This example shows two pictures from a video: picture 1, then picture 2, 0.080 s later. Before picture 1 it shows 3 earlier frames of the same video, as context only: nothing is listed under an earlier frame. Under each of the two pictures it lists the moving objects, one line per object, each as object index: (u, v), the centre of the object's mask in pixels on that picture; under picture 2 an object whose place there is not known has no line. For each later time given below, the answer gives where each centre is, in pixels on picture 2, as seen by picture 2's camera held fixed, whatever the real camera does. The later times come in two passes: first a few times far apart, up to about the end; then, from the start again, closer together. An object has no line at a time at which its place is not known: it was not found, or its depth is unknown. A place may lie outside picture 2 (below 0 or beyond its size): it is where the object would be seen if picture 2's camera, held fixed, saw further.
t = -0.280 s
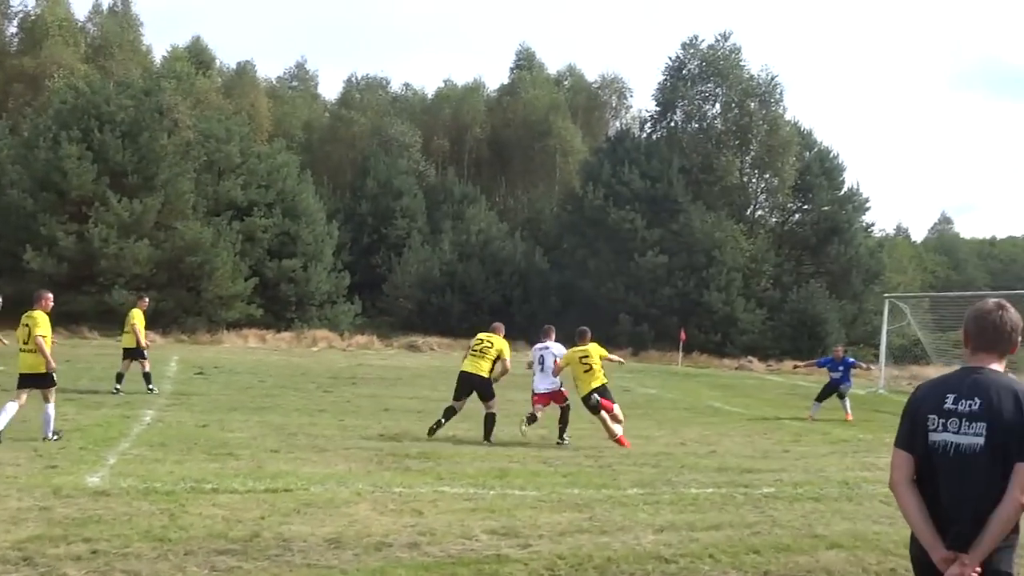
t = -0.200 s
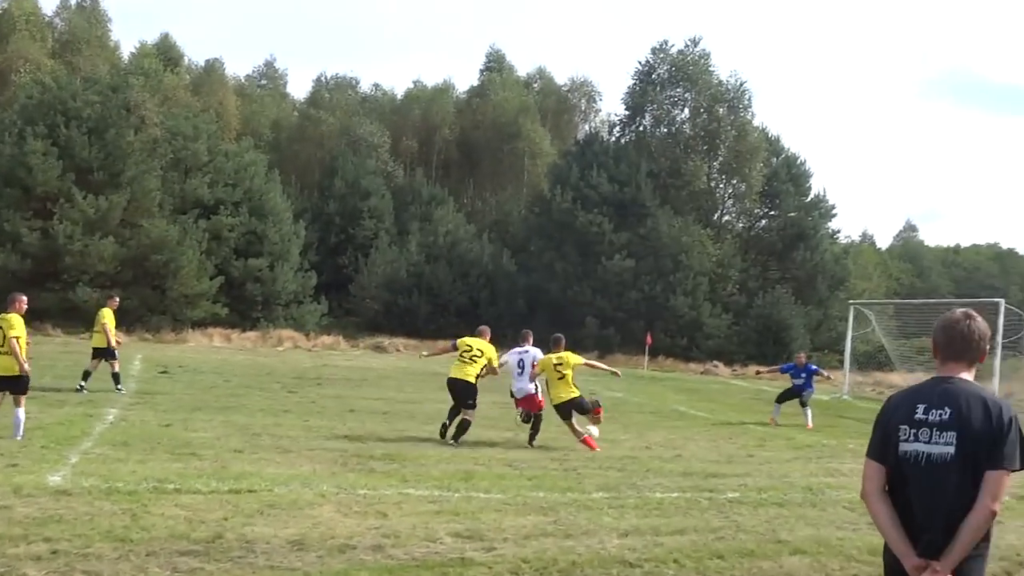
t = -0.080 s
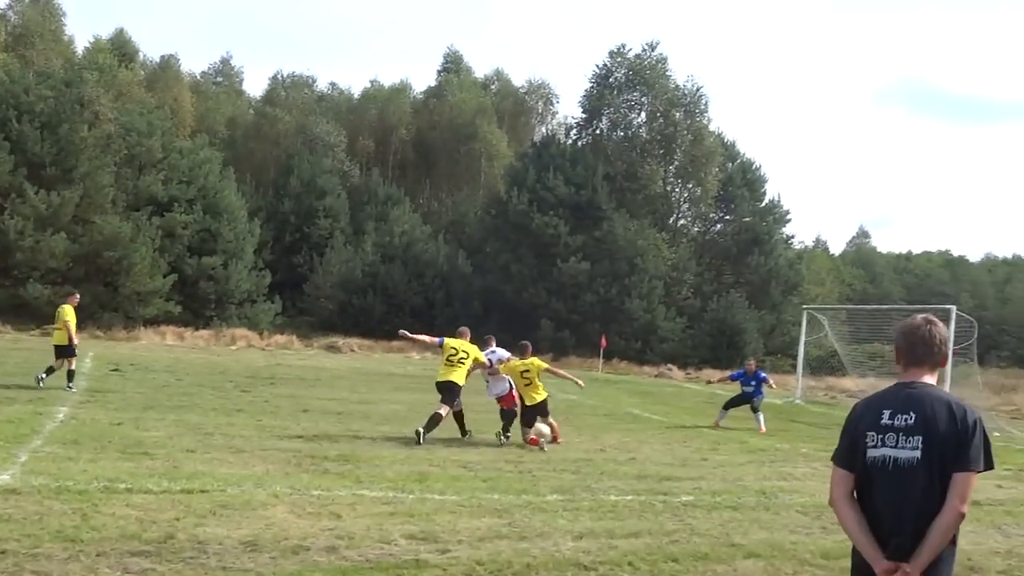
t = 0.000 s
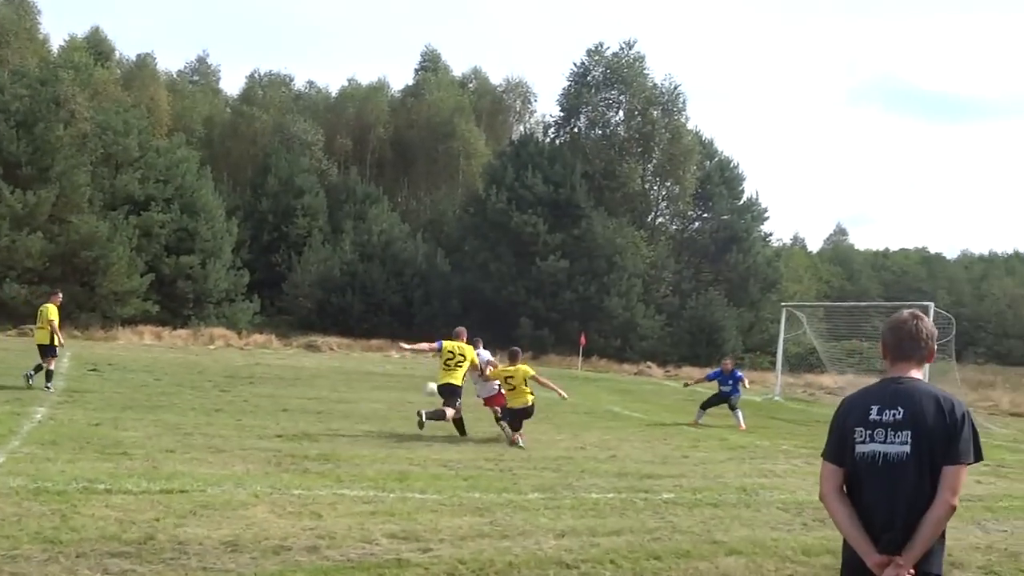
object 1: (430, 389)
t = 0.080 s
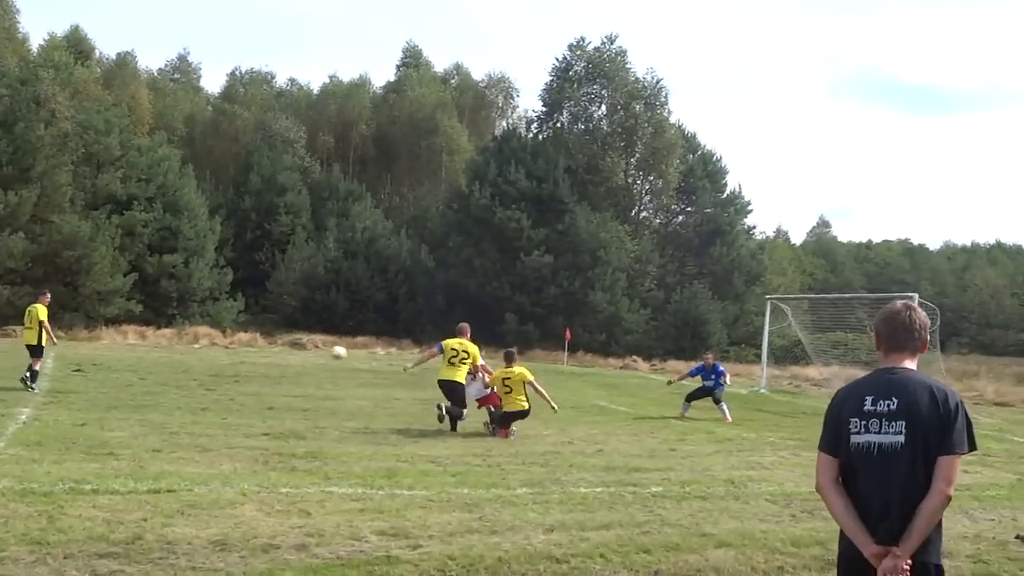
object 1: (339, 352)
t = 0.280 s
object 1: (163, 291)
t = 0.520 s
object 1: (-12, 246)
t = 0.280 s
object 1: (163, 291)
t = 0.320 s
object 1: (132, 280)
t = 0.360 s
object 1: (102, 272)
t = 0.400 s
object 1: (72, 265)
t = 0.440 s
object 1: (43, 258)
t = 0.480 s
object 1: (16, 251)
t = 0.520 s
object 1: (-12, 246)
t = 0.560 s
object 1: (-39, 241)
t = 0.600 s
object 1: (-65, 236)
